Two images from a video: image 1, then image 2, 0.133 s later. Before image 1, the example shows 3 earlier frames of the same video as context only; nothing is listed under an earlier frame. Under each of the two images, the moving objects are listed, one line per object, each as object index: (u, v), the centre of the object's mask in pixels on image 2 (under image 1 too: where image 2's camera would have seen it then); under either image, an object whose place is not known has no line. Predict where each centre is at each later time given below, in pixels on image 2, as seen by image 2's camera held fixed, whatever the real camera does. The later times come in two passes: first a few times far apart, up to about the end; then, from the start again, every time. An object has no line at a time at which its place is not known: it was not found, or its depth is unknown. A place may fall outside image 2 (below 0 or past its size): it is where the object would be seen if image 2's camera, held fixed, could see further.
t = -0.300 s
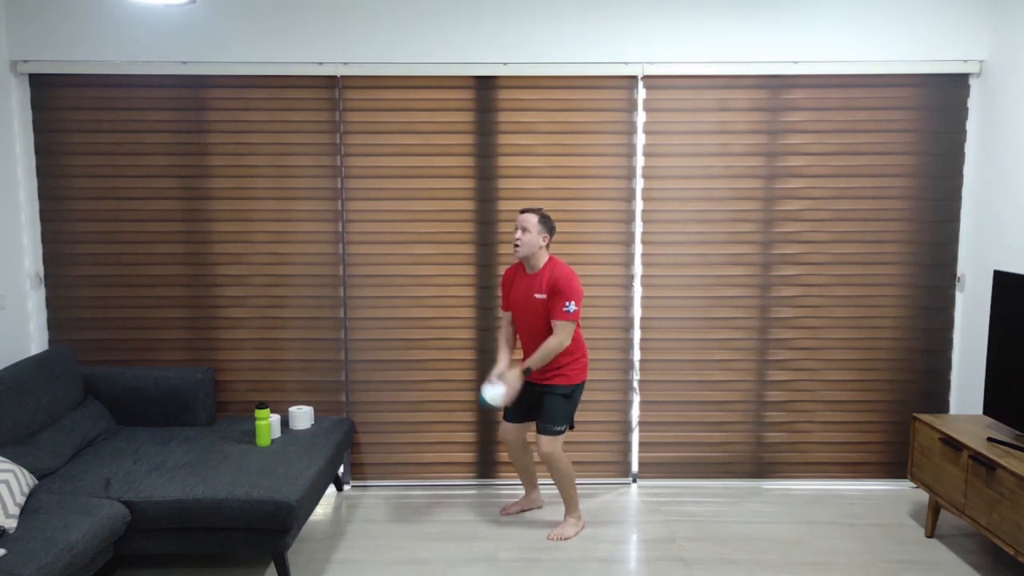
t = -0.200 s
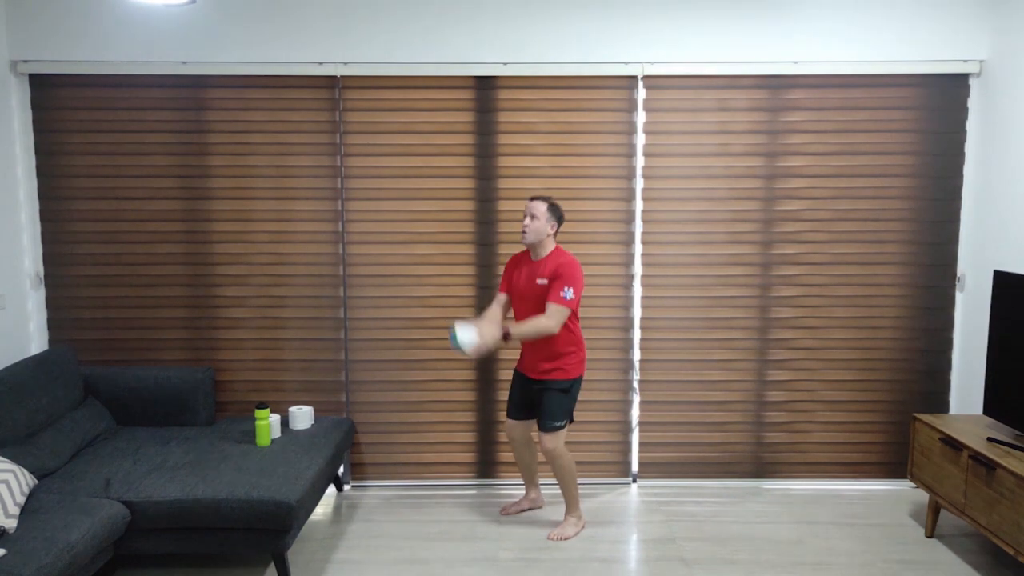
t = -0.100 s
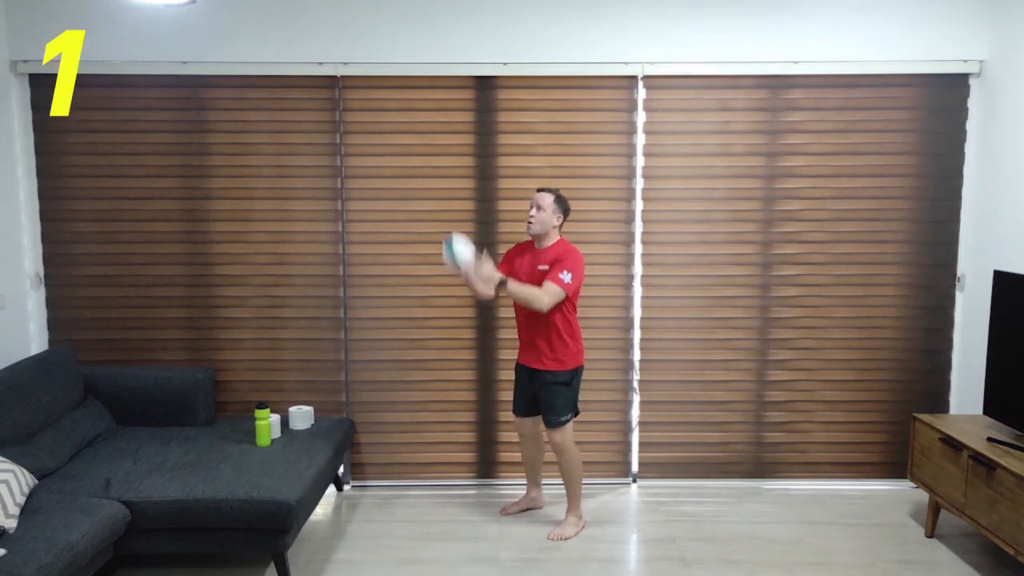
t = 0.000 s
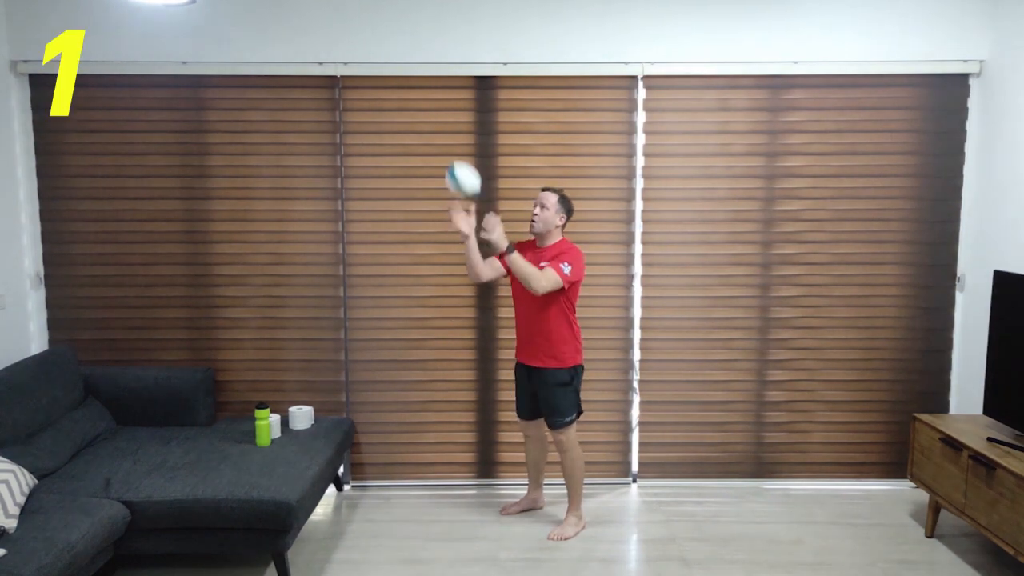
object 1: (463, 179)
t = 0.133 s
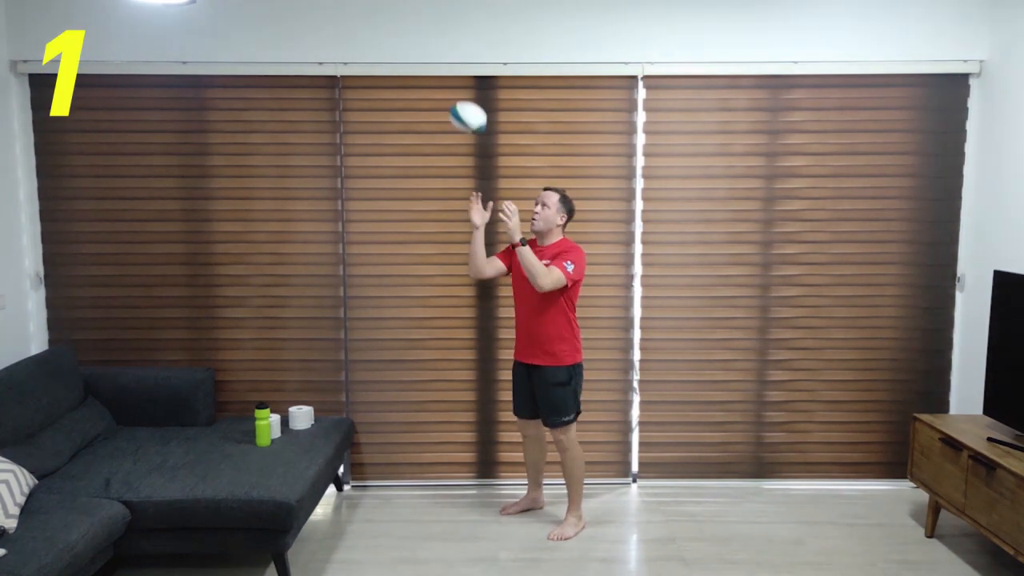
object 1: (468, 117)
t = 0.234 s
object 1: (472, 96)
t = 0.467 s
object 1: (481, 129)
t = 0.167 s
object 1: (469, 107)
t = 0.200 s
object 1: (470, 100)
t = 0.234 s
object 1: (472, 96)
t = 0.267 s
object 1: (473, 94)
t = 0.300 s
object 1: (474, 94)
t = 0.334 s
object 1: (476, 97)
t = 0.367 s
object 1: (477, 101)
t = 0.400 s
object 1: (478, 108)
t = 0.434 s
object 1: (480, 117)
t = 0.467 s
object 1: (481, 129)
